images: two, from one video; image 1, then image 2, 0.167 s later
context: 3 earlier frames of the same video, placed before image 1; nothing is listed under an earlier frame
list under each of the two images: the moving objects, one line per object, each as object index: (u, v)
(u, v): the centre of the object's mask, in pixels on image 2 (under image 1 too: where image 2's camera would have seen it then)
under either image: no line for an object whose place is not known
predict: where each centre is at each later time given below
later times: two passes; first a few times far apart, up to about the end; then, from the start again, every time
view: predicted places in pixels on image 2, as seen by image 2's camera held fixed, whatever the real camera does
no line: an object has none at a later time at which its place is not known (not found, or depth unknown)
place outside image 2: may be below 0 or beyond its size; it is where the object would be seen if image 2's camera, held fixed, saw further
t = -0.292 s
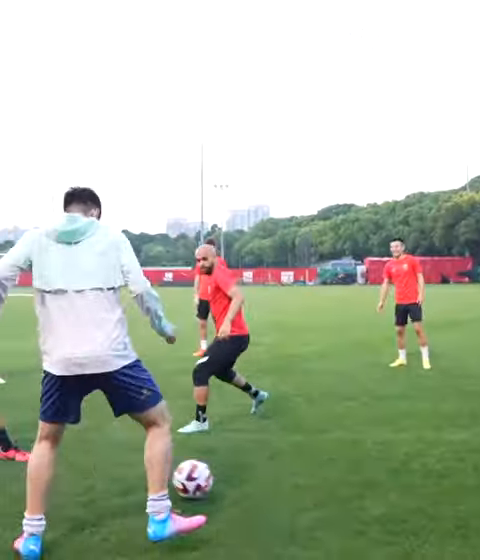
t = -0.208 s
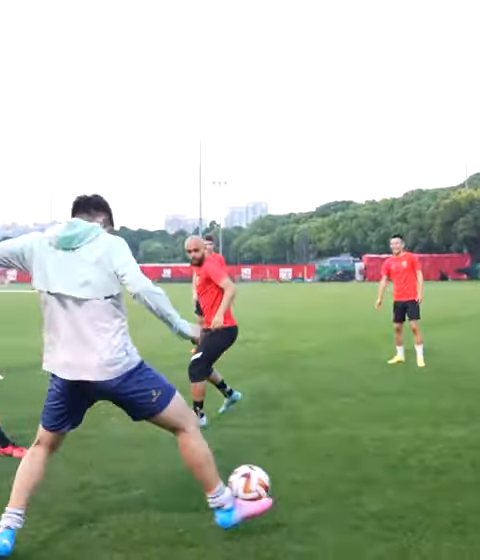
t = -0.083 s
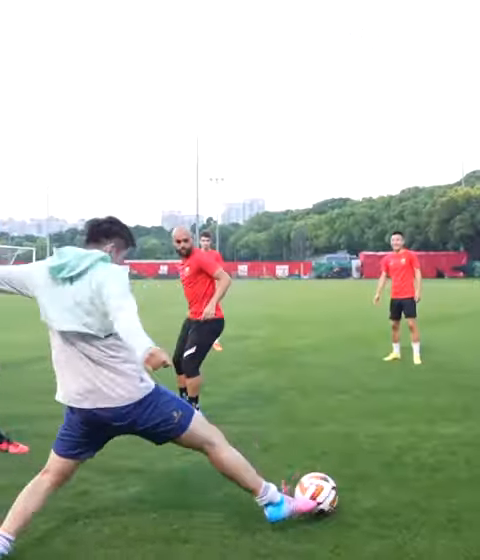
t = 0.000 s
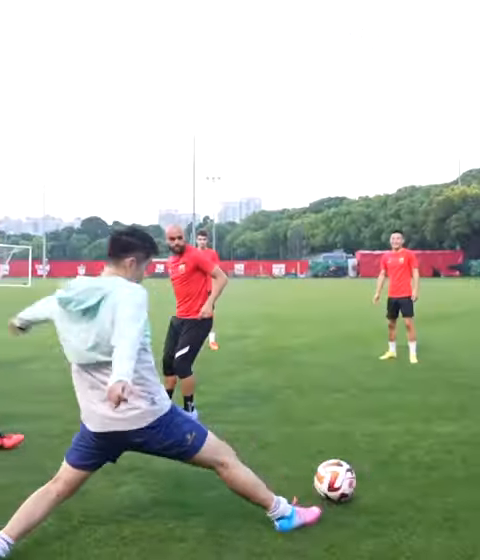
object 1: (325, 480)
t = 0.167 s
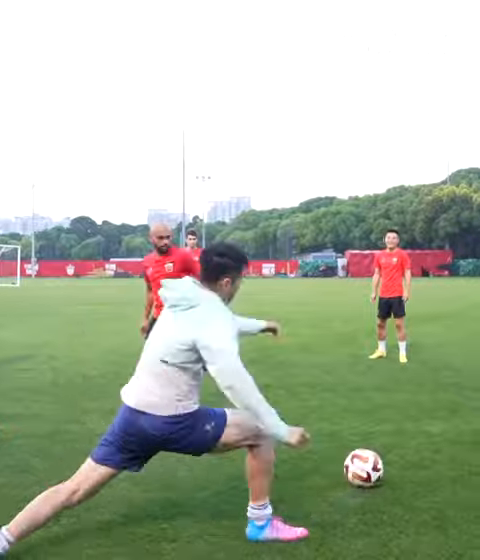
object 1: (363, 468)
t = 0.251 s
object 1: (381, 463)
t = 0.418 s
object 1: (410, 459)
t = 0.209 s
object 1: (370, 465)
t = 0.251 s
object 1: (381, 463)
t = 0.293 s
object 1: (388, 463)
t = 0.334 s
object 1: (395, 462)
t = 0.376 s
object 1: (404, 460)
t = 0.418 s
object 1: (410, 459)
